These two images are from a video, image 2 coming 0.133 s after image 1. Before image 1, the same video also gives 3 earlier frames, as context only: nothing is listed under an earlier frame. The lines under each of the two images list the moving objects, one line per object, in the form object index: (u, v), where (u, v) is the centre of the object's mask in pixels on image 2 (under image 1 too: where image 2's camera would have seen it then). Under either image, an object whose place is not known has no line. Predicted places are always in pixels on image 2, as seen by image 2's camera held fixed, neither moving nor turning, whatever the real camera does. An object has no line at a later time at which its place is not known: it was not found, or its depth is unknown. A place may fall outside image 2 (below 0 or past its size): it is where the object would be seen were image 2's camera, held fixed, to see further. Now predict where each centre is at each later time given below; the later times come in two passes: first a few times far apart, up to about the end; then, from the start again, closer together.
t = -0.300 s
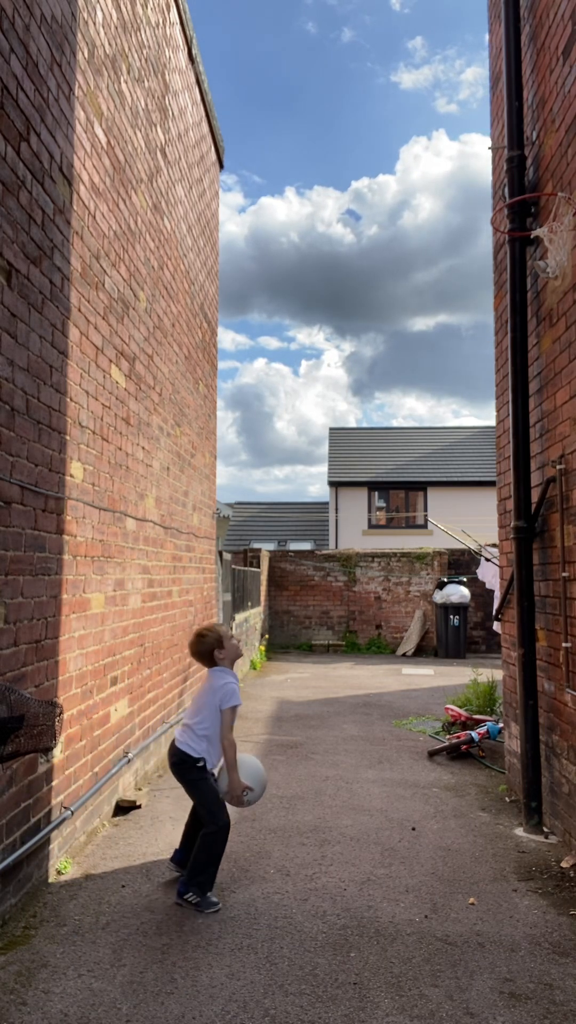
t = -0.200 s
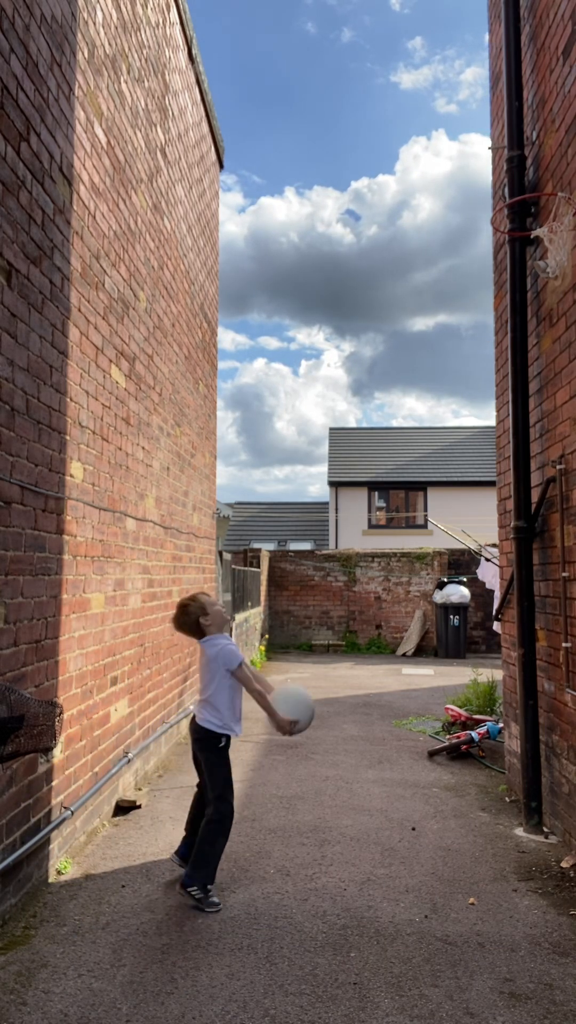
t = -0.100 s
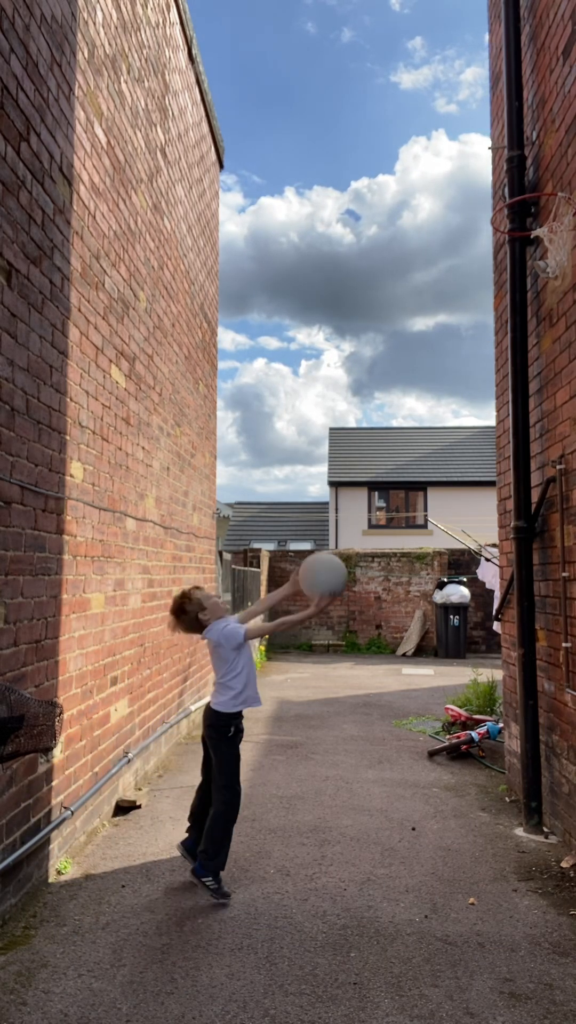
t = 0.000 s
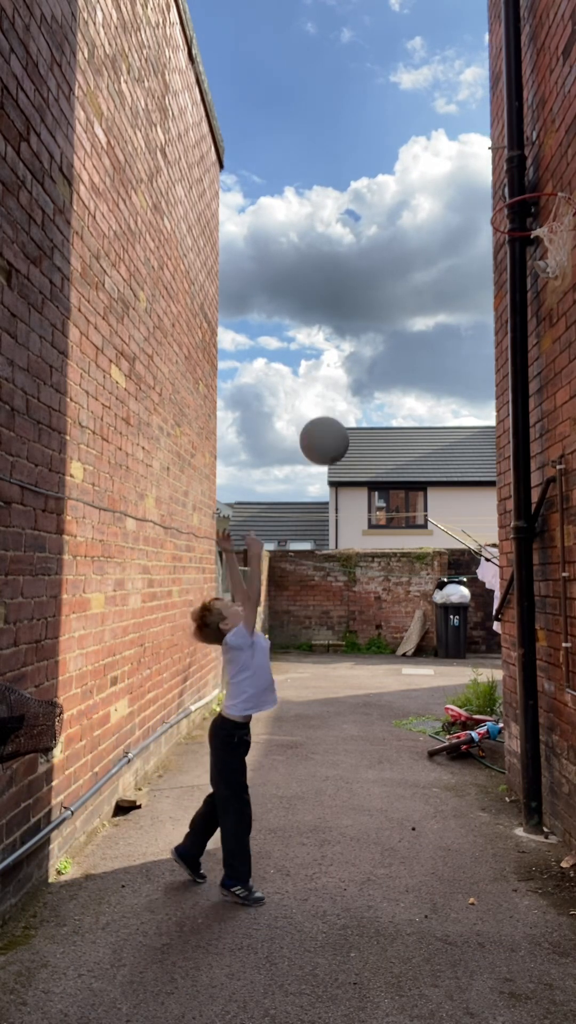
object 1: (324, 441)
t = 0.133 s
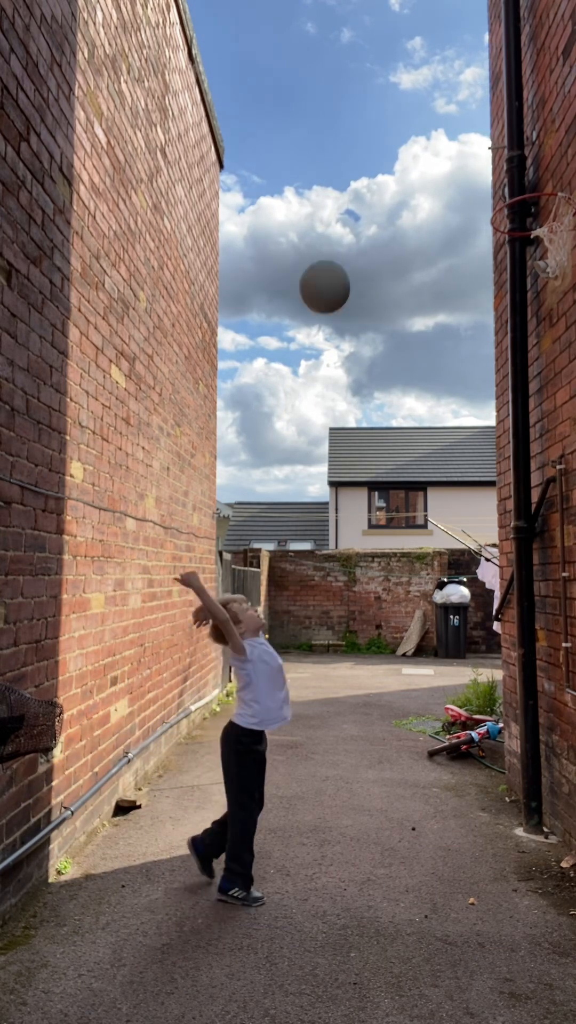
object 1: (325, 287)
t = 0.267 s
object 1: (325, 165)
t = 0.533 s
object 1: (323, 27)
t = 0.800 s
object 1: (321, 45)
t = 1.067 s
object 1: (317, 287)
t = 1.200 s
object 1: (315, 522)
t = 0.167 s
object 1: (325, 254)
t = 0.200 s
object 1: (325, 222)
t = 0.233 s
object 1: (325, 192)
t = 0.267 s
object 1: (325, 165)
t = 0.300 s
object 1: (325, 139)
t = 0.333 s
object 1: (325, 116)
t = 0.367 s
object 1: (324, 95)
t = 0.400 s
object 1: (324, 76)
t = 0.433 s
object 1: (324, 60)
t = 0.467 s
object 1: (324, 45)
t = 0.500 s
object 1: (324, 33)
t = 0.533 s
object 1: (323, 27)
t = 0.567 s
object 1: (323, 24)
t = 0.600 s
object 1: (322, 21)
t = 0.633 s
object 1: (322, 21)
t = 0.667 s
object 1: (322, 21)
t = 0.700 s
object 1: (321, 23)
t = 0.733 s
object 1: (321, 27)
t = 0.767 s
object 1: (321, 33)
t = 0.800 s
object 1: (321, 45)
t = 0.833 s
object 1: (320, 61)
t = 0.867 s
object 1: (320, 81)
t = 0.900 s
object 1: (319, 105)
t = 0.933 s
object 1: (319, 132)
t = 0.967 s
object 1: (318, 164)
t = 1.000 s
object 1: (318, 200)
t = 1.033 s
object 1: (318, 241)
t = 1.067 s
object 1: (317, 287)
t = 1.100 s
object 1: (316, 337)
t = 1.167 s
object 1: (316, 454)
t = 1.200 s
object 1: (315, 522)
